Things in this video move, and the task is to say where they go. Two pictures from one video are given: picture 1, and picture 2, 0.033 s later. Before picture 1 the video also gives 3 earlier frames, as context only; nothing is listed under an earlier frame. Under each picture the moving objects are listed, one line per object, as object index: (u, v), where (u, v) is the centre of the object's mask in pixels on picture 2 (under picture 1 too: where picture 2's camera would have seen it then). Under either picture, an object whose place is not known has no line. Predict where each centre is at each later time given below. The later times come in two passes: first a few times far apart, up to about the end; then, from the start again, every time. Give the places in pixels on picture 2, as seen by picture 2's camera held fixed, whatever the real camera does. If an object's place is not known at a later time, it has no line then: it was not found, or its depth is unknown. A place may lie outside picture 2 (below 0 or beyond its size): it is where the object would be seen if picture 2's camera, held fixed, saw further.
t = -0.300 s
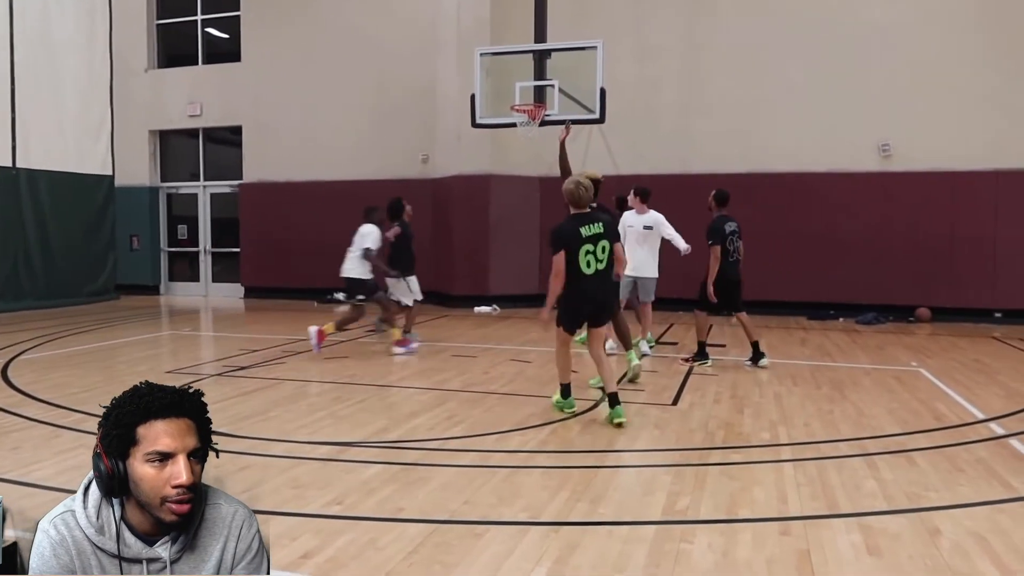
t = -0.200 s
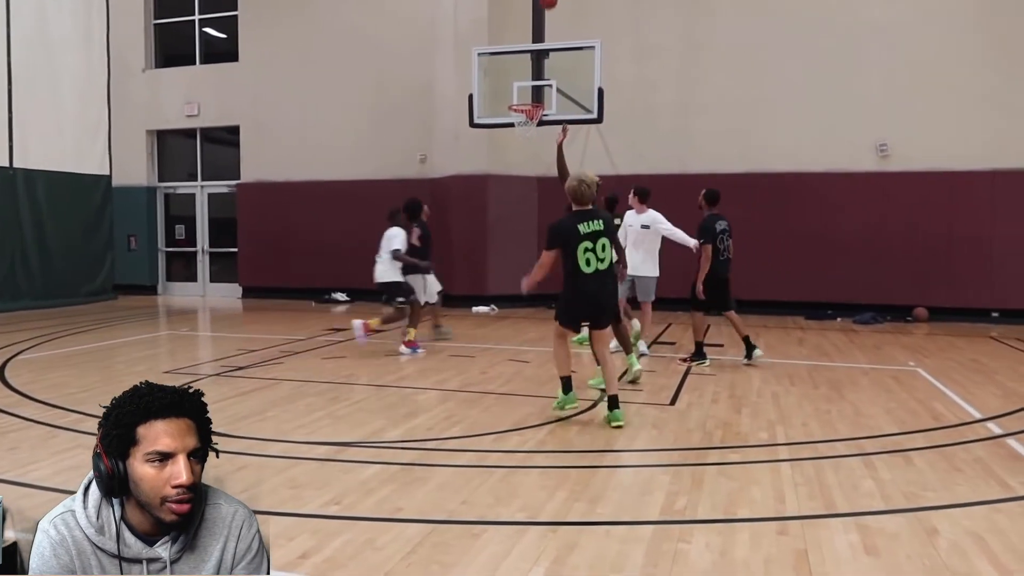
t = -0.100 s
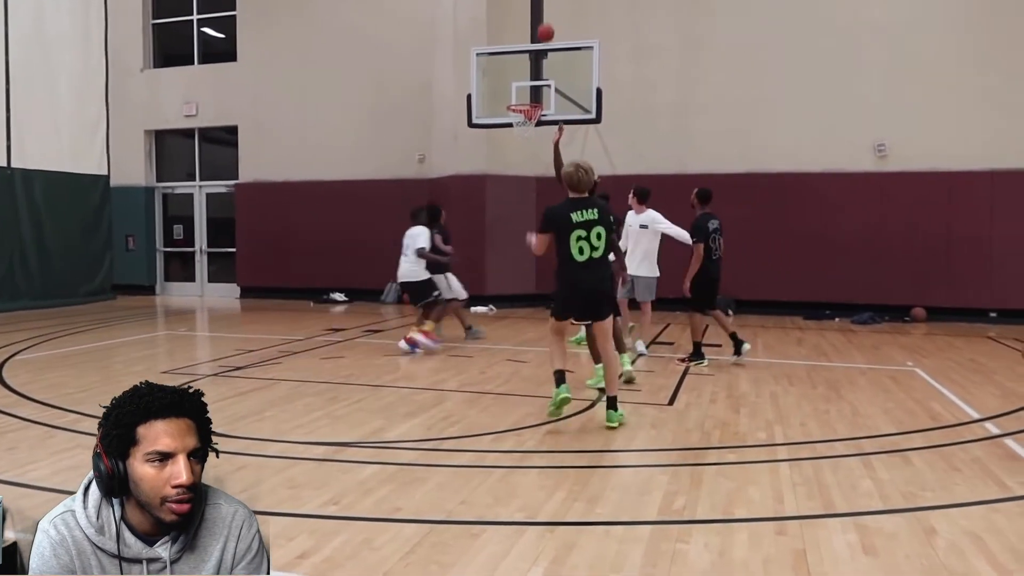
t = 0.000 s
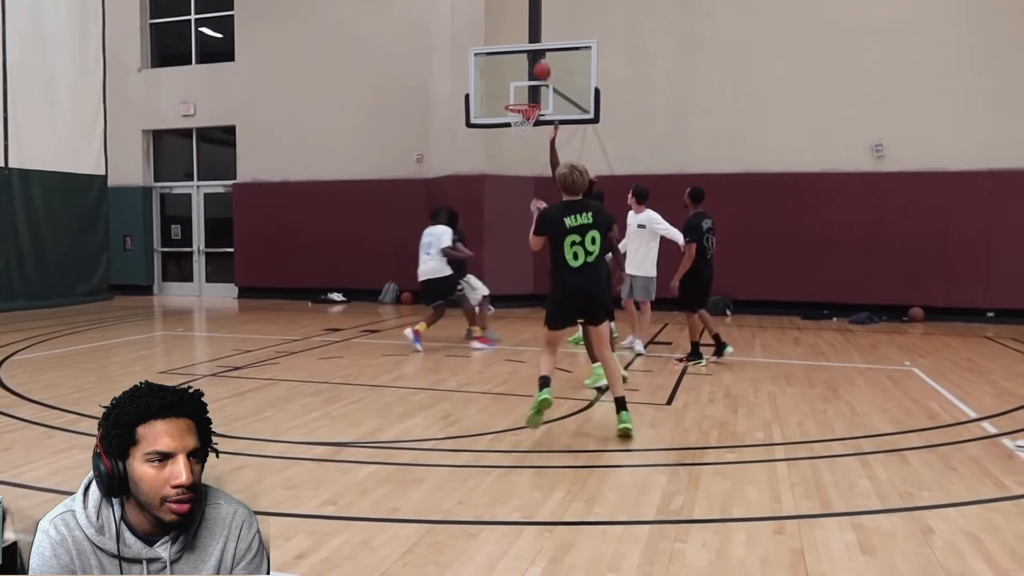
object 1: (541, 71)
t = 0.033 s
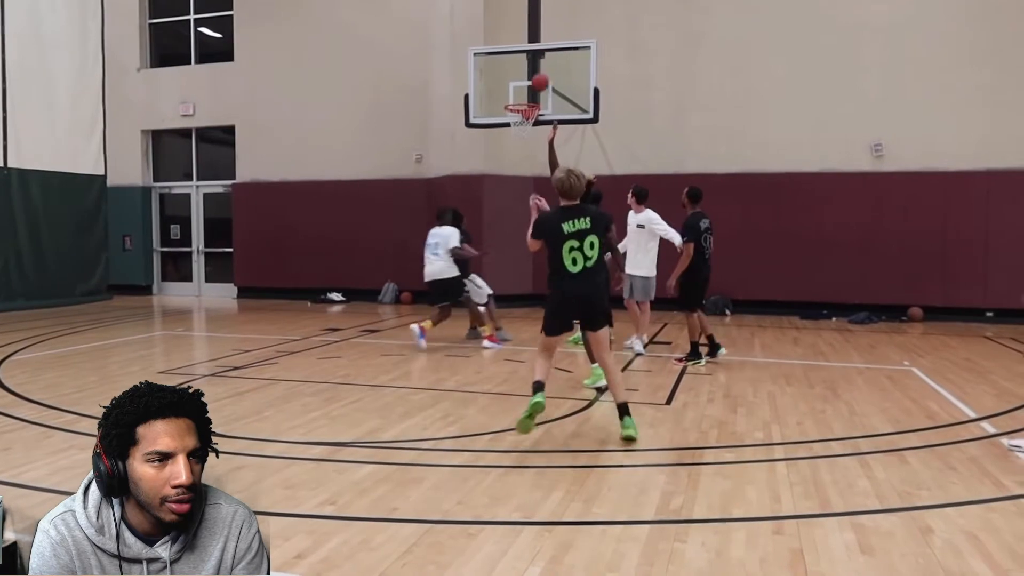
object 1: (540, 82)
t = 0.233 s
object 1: (509, 92)
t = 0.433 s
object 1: (473, 83)
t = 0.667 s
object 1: (432, 110)
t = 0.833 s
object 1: (404, 153)
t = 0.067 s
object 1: (537, 90)
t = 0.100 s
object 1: (534, 96)
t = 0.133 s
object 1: (529, 98)
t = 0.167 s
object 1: (522, 98)
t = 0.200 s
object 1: (514, 96)
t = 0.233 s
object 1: (509, 92)
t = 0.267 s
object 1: (502, 88)
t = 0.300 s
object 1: (497, 86)
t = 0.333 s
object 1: (491, 84)
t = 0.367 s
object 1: (485, 82)
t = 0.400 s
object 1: (479, 82)
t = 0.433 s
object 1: (473, 83)
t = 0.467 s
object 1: (467, 84)
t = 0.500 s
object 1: (461, 86)
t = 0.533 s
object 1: (455, 90)
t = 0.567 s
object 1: (449, 93)
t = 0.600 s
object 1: (444, 98)
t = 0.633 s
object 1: (438, 104)
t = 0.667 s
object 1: (432, 110)
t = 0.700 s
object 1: (426, 117)
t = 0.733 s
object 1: (421, 125)
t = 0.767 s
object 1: (415, 133)
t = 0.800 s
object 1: (410, 143)
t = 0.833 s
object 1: (404, 153)
